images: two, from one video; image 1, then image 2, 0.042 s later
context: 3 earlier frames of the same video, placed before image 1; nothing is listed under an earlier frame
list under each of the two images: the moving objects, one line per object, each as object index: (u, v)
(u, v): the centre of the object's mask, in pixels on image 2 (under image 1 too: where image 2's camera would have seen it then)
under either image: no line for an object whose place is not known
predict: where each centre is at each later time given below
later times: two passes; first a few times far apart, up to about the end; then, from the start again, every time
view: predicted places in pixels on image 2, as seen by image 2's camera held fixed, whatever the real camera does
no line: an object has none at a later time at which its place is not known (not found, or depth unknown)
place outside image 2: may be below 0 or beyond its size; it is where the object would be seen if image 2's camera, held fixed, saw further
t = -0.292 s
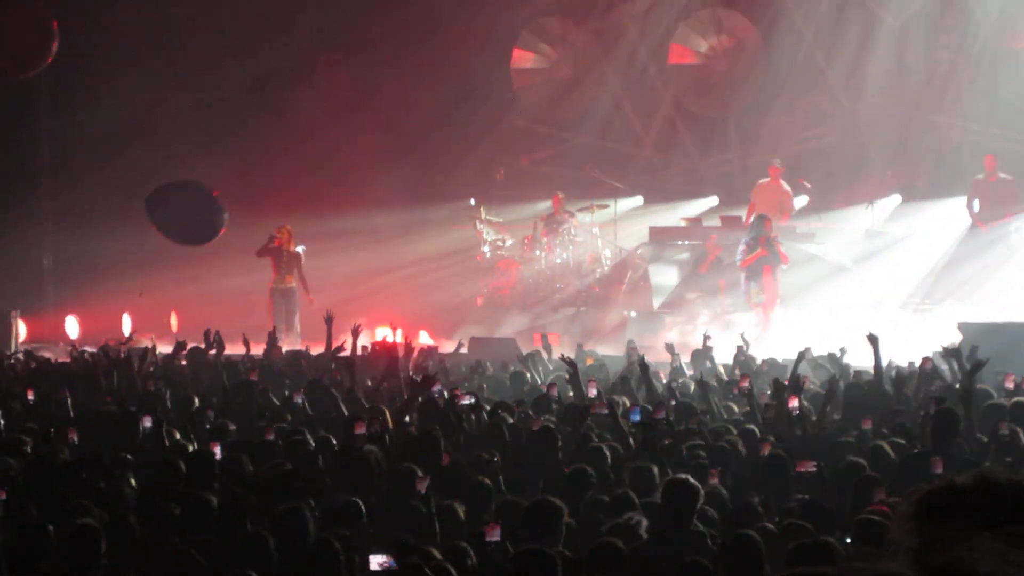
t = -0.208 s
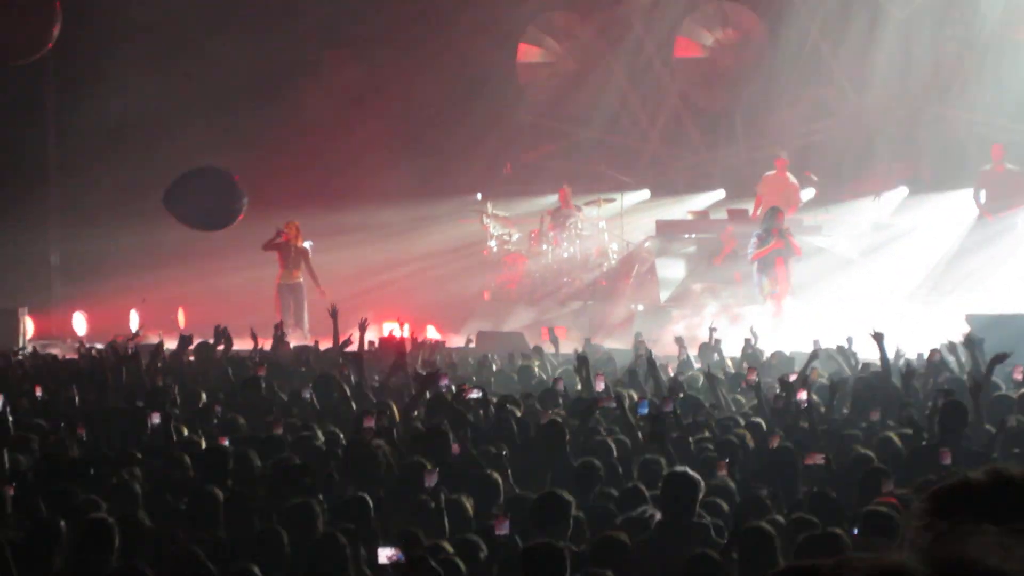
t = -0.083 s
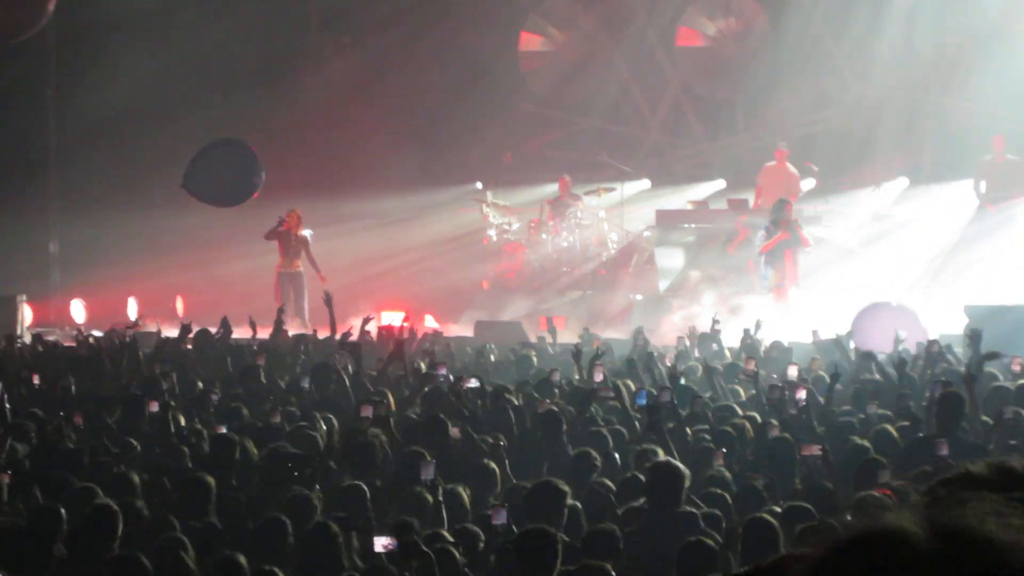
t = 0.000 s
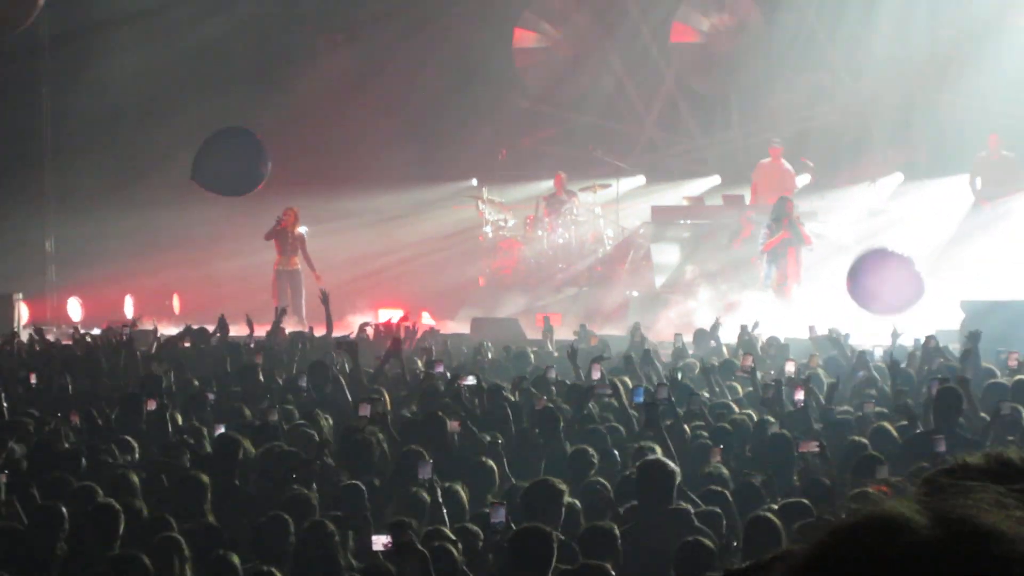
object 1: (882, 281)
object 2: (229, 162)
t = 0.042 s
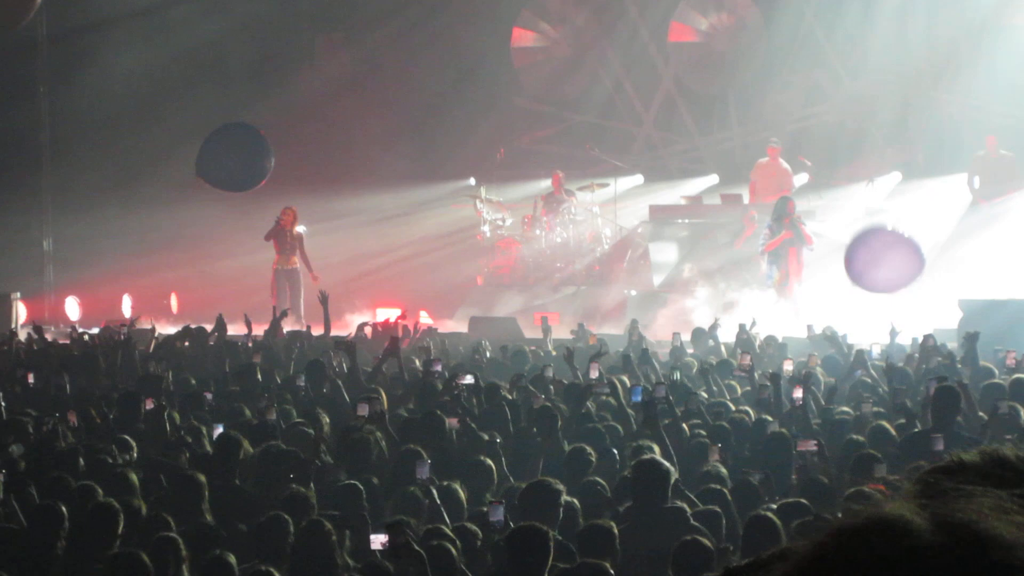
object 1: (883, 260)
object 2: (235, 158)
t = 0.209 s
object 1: (890, 193)
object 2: (253, 145)
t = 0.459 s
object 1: (895, 133)
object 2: (279, 134)
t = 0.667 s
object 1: (895, 105)
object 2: (295, 129)
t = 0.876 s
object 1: (899, 90)
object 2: (309, 129)
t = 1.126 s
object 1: (899, 93)
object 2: (323, 135)
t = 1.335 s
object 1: (898, 104)
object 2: (338, 144)
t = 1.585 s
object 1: (892, 125)
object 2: (352, 157)
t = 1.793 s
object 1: (885, 146)
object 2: (362, 169)
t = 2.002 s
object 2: (369, 183)
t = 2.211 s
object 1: (867, 196)
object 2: (375, 198)
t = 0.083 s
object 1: (885, 242)
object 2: (240, 154)
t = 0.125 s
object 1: (886, 225)
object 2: (245, 150)
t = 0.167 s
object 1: (888, 208)
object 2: (249, 147)
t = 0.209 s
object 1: (890, 193)
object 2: (253, 145)
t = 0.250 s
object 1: (891, 180)
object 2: (257, 143)
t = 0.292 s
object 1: (892, 169)
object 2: (264, 140)
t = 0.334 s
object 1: (893, 158)
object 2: (268, 138)
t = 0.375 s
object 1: (894, 149)
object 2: (272, 137)
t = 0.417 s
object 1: (894, 140)
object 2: (276, 136)
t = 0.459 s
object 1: (895, 133)
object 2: (279, 134)
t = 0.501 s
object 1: (895, 126)
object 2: (283, 133)
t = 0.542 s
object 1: (895, 119)
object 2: (285, 132)
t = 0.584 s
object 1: (895, 114)
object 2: (289, 130)
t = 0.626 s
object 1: (895, 109)
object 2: (292, 129)
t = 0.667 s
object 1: (895, 105)
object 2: (295, 129)
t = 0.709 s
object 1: (896, 101)
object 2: (298, 129)
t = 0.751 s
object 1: (896, 97)
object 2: (300, 129)
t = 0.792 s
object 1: (898, 94)
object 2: (304, 128)
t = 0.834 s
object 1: (898, 92)
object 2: (306, 128)
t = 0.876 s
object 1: (899, 90)
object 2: (309, 129)
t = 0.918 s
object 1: (899, 89)
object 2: (311, 129)
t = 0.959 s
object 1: (900, 88)
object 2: (314, 130)
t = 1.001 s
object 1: (900, 88)
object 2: (316, 132)
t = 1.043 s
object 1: (899, 89)
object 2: (317, 132)
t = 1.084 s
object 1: (899, 91)
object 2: (320, 133)
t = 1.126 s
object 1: (899, 93)
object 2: (323, 135)
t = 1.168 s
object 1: (899, 94)
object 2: (326, 136)
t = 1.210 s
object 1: (898, 96)
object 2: (329, 138)
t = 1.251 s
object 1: (898, 99)
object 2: (332, 140)
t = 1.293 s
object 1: (898, 101)
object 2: (335, 143)
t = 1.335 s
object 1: (898, 104)
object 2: (338, 144)
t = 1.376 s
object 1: (897, 107)
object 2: (340, 147)
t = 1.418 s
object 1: (897, 110)
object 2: (342, 149)
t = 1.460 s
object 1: (896, 114)
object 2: (345, 151)
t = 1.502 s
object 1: (895, 117)
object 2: (348, 153)
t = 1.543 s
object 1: (894, 121)
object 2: (350, 155)
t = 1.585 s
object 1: (892, 125)
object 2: (352, 157)
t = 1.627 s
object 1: (891, 129)
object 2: (354, 159)
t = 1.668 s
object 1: (890, 133)
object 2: (356, 162)
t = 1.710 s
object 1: (888, 137)
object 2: (357, 164)
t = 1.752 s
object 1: (887, 142)
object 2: (360, 166)
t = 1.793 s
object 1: (885, 146)
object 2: (362, 169)
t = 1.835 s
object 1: (884, 150)
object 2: (364, 171)
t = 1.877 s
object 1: (882, 155)
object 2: (365, 174)
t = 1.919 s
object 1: (880, 160)
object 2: (366, 177)
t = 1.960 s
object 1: (879, 164)
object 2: (368, 180)
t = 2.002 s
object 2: (369, 183)
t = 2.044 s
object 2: (371, 187)
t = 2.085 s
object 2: (371, 190)
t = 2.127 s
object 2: (371, 192)
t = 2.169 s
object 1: (868, 191)
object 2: (373, 195)
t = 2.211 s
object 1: (867, 196)
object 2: (375, 198)
